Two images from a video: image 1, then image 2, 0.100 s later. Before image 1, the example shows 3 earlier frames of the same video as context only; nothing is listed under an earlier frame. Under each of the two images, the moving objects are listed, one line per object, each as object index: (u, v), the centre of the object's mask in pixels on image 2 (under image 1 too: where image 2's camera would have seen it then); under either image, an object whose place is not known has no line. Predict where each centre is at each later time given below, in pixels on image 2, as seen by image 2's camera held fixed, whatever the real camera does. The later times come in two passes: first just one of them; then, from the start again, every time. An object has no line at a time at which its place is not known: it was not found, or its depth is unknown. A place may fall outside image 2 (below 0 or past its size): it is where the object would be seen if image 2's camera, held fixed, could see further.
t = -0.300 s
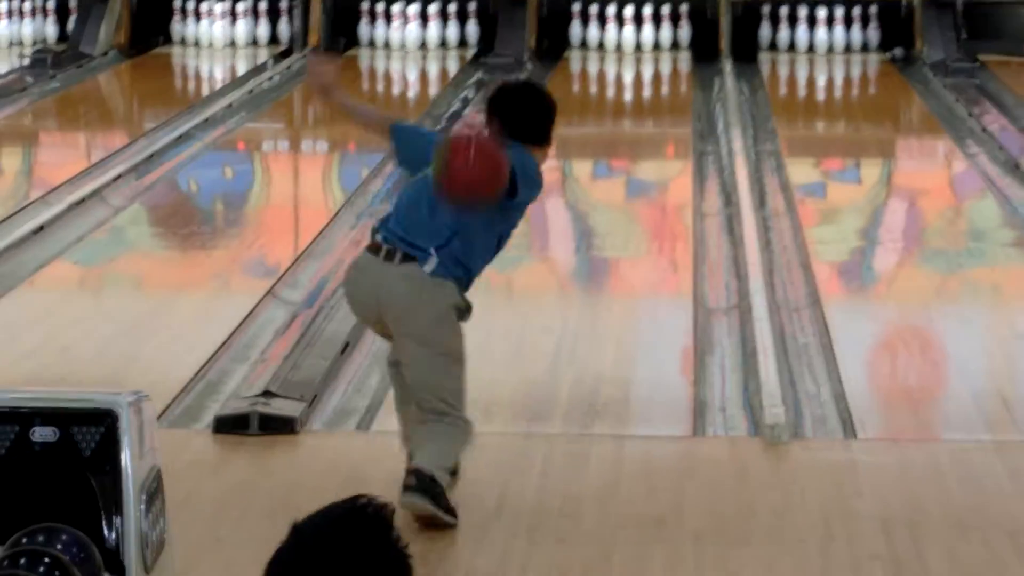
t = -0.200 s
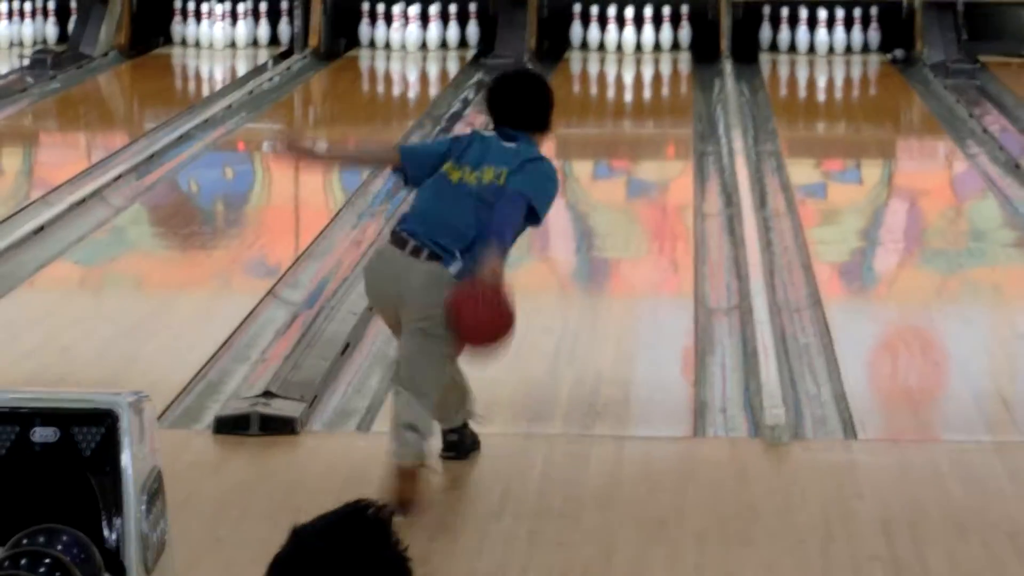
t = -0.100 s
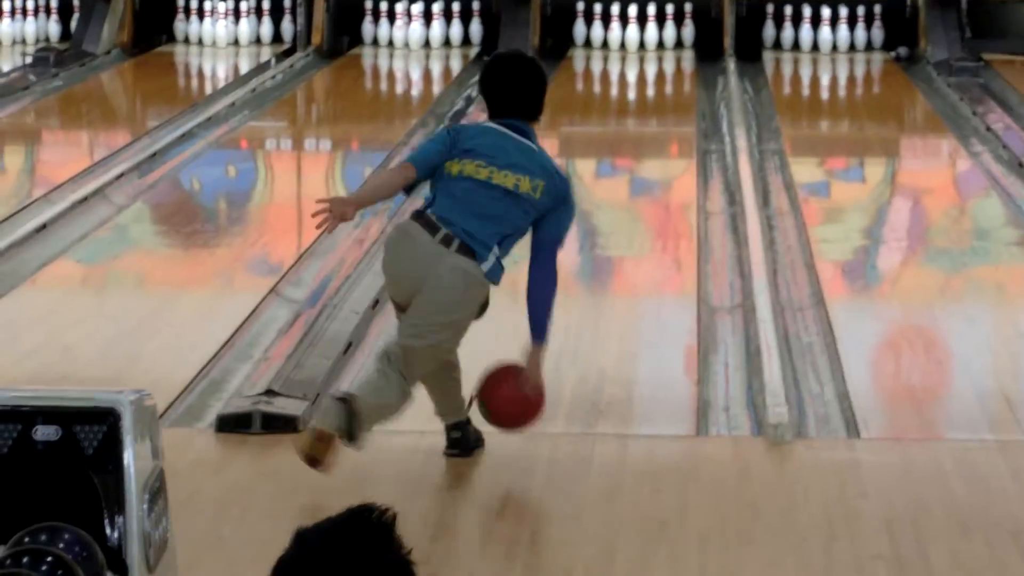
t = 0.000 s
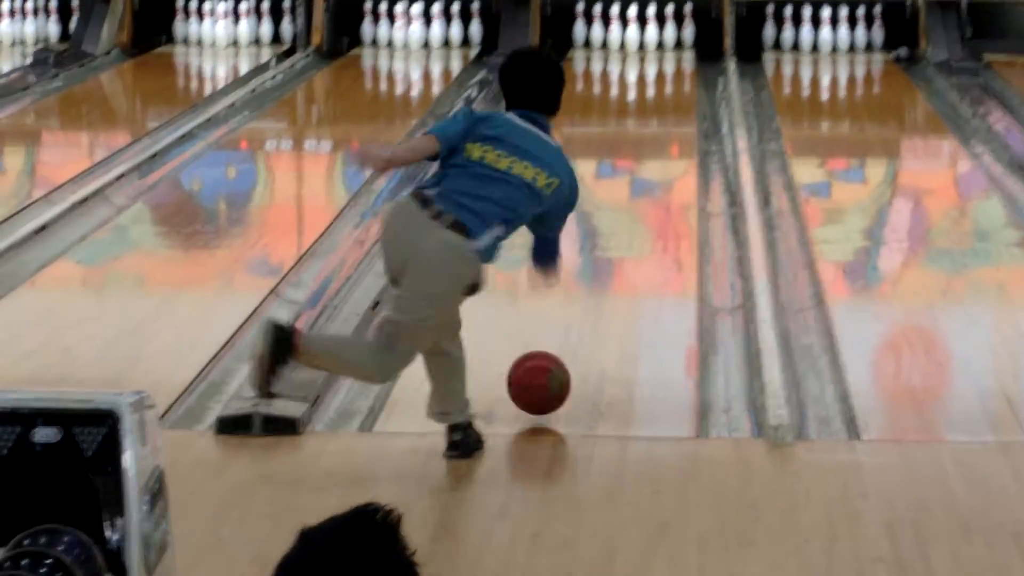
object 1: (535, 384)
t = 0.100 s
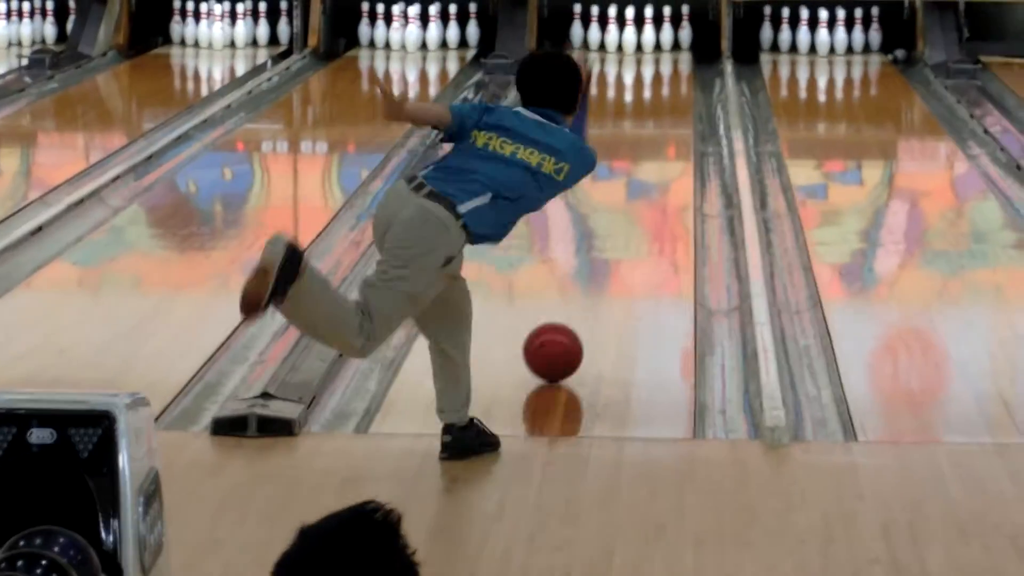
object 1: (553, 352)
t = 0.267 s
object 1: (578, 300)
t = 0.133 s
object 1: (559, 341)
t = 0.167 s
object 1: (564, 330)
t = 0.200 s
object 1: (569, 320)
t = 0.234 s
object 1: (573, 310)
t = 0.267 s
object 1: (578, 300)
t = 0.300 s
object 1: (582, 291)
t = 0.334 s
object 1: (586, 282)
